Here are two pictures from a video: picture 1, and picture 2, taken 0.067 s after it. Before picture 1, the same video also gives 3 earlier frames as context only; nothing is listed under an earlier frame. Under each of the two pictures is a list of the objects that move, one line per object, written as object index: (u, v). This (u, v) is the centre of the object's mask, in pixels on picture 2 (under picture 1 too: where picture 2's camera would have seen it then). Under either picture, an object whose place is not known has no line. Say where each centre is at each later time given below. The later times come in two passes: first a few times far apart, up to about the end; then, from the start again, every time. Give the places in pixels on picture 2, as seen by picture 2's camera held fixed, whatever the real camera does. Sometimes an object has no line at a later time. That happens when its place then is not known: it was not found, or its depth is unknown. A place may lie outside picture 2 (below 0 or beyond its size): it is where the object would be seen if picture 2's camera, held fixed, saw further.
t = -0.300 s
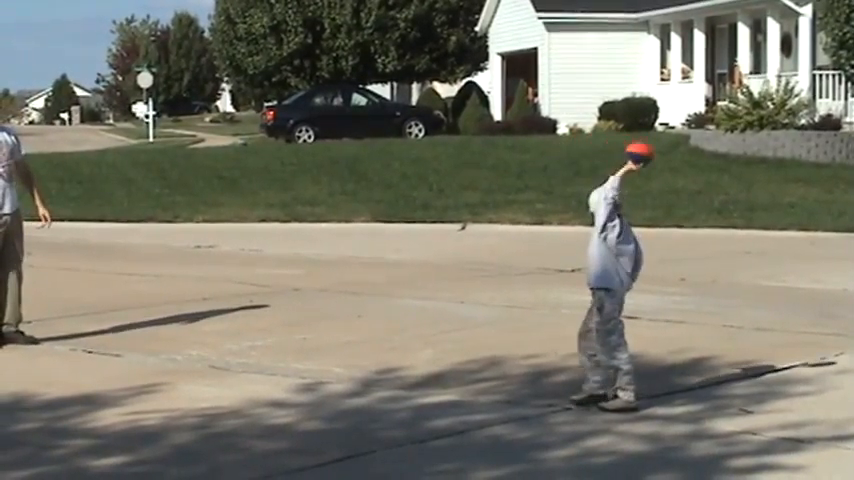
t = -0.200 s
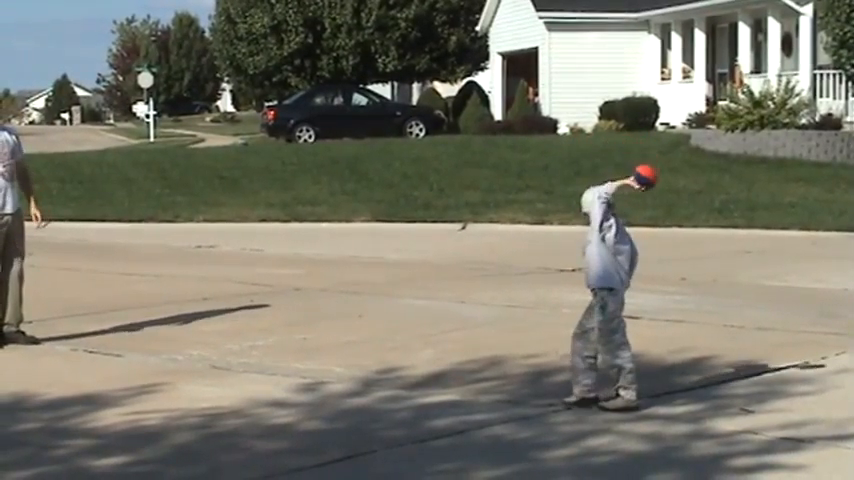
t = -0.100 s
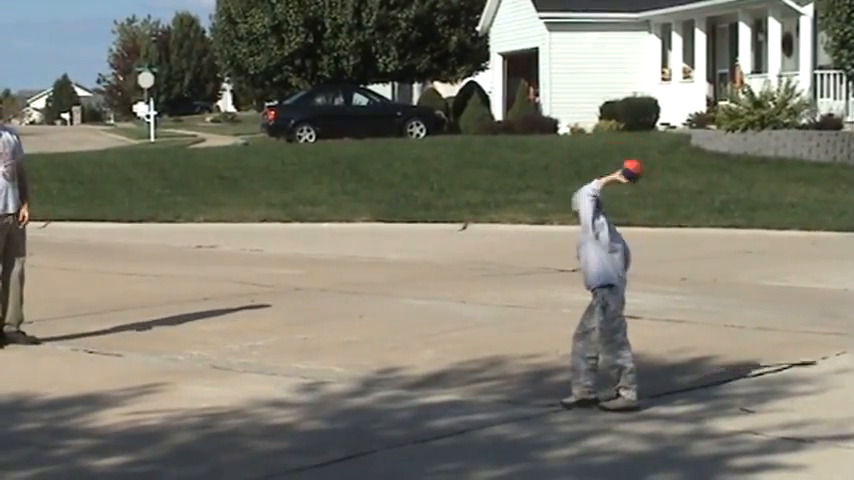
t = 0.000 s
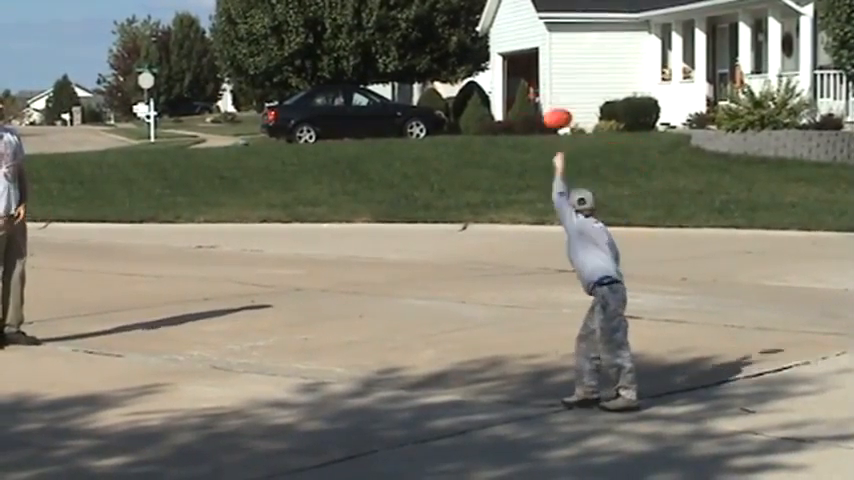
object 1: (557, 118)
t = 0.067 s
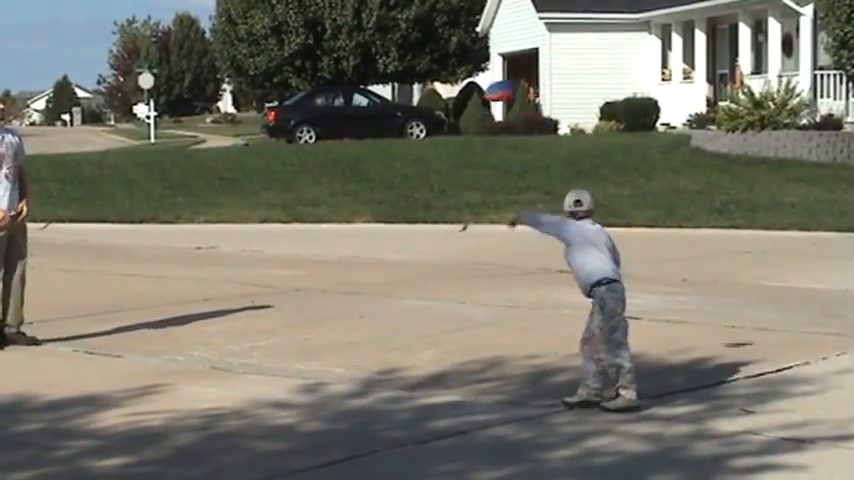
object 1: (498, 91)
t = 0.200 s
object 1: (389, 60)
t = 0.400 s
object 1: (236, 76)
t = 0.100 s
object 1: (470, 78)
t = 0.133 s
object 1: (444, 71)
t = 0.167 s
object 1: (416, 67)
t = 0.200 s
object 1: (389, 60)
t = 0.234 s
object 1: (362, 59)
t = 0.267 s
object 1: (336, 59)
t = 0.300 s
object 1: (312, 61)
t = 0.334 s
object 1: (285, 64)
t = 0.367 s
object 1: (261, 69)
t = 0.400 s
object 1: (236, 76)
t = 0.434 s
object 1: (213, 84)
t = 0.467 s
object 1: (189, 95)
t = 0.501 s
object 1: (167, 107)
